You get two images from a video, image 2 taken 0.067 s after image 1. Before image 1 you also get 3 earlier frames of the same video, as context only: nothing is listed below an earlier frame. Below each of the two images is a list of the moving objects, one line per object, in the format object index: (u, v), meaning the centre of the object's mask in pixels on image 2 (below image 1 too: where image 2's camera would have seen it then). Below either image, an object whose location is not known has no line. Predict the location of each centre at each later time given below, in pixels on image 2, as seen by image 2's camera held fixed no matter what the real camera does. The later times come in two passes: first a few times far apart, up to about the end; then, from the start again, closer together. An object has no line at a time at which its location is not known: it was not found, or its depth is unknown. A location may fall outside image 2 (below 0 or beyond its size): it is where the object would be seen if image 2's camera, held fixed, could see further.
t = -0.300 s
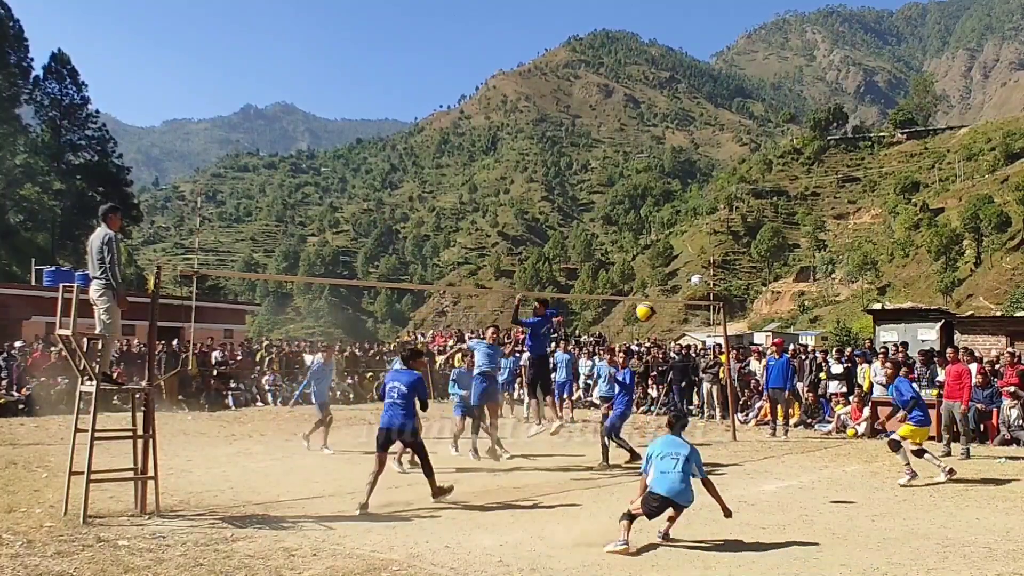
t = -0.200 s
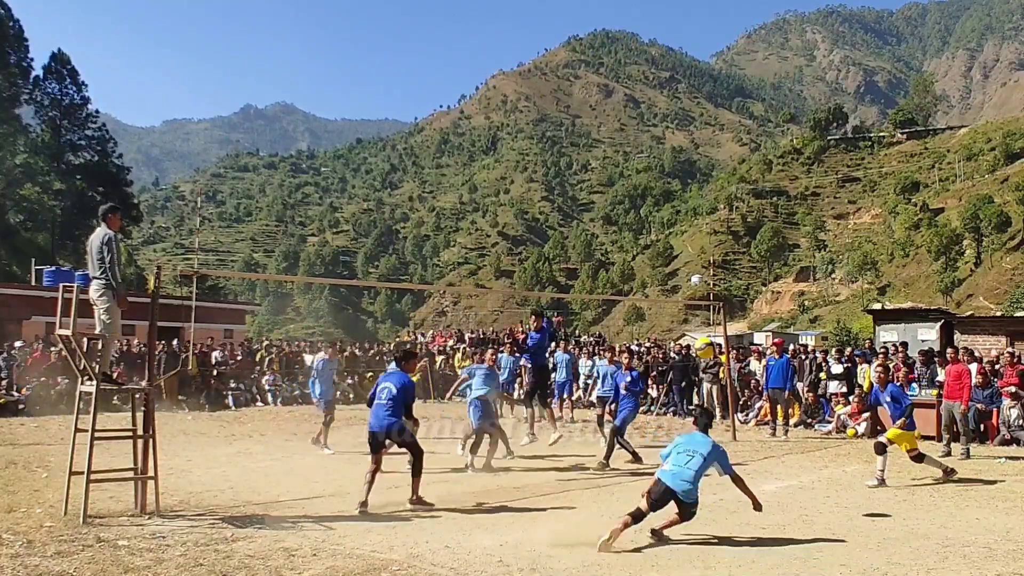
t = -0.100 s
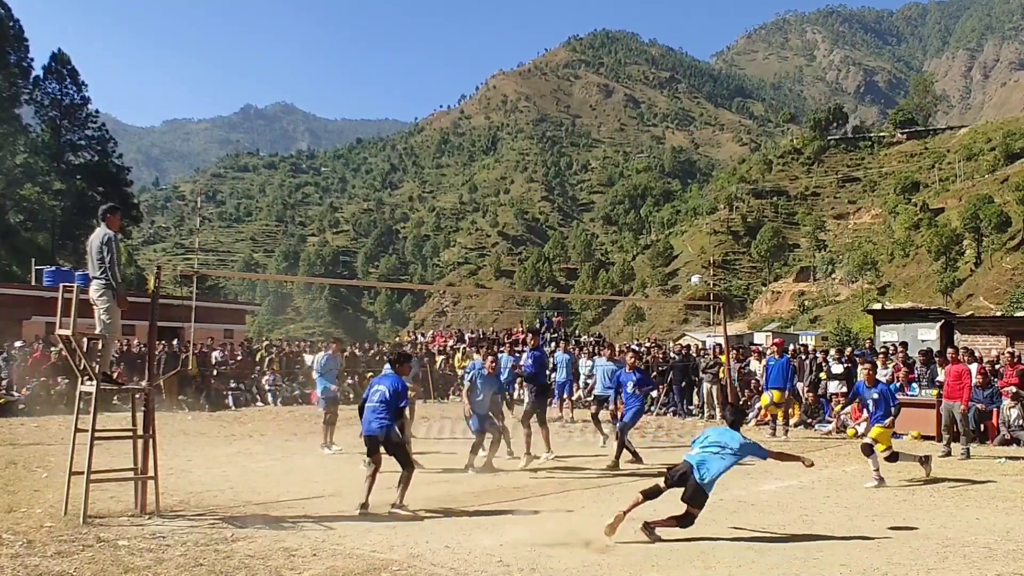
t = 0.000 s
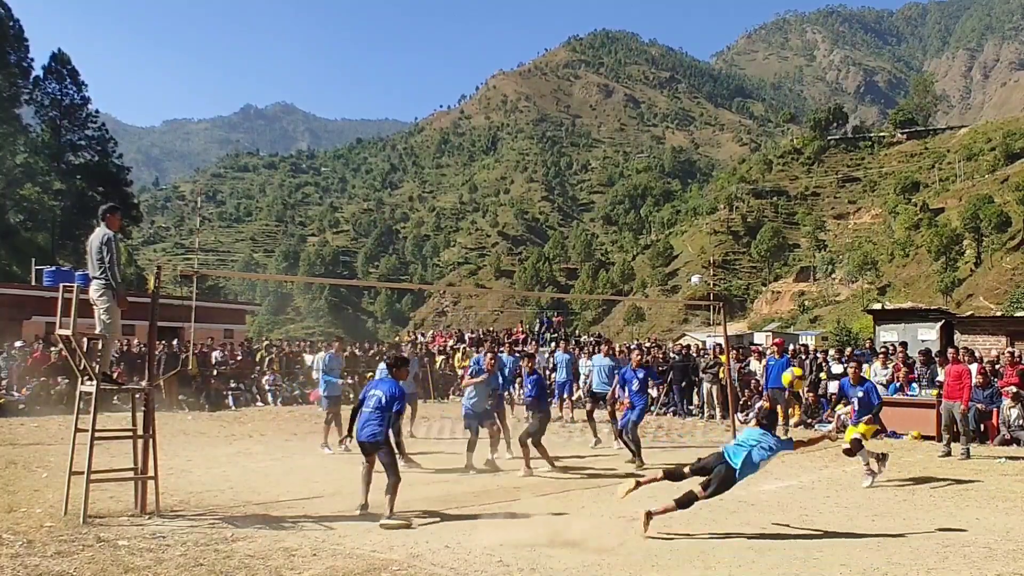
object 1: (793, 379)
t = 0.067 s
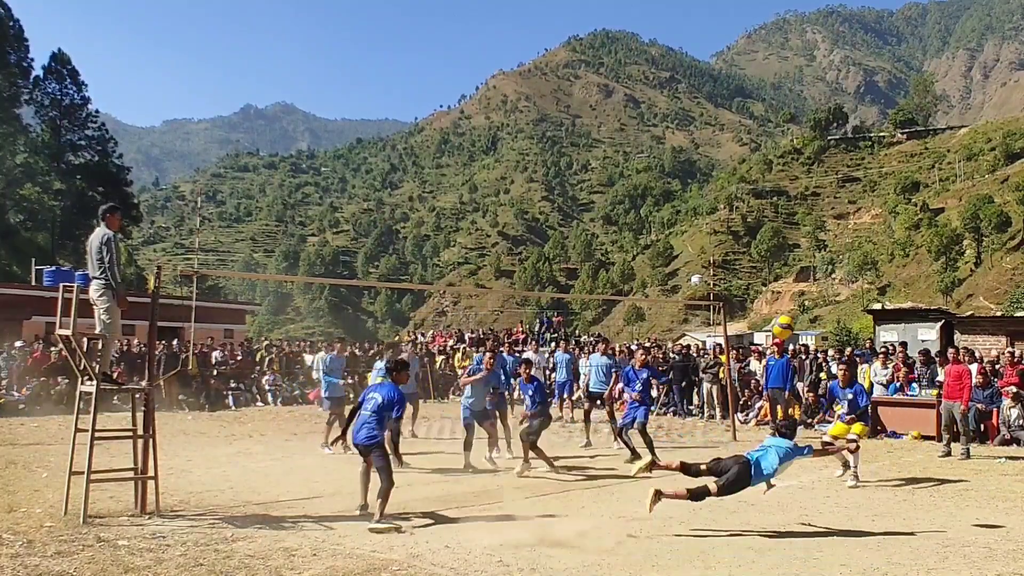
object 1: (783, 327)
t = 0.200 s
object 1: (759, 244)
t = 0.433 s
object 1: (722, 152)
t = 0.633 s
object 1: (692, 123)
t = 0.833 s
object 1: (663, 132)
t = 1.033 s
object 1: (637, 173)
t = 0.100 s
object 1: (776, 304)
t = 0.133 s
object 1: (770, 281)
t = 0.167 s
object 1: (765, 262)
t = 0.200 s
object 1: (759, 244)
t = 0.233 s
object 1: (753, 226)
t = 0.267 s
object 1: (749, 210)
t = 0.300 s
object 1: (743, 196)
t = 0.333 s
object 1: (738, 183)
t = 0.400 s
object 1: (727, 161)
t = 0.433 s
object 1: (722, 152)
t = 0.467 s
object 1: (716, 143)
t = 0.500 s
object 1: (711, 138)
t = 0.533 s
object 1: (706, 132)
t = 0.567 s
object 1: (701, 128)
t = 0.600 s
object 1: (696, 125)
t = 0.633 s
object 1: (692, 123)
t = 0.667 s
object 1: (686, 121)
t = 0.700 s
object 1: (681, 122)
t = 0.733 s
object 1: (677, 123)
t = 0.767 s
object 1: (672, 124)
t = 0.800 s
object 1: (667, 127)
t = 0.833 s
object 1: (663, 132)
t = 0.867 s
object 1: (658, 136)
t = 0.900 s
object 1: (654, 142)
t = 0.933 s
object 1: (650, 149)
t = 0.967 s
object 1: (646, 156)
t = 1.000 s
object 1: (641, 164)
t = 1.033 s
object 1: (637, 173)
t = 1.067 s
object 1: (633, 183)
